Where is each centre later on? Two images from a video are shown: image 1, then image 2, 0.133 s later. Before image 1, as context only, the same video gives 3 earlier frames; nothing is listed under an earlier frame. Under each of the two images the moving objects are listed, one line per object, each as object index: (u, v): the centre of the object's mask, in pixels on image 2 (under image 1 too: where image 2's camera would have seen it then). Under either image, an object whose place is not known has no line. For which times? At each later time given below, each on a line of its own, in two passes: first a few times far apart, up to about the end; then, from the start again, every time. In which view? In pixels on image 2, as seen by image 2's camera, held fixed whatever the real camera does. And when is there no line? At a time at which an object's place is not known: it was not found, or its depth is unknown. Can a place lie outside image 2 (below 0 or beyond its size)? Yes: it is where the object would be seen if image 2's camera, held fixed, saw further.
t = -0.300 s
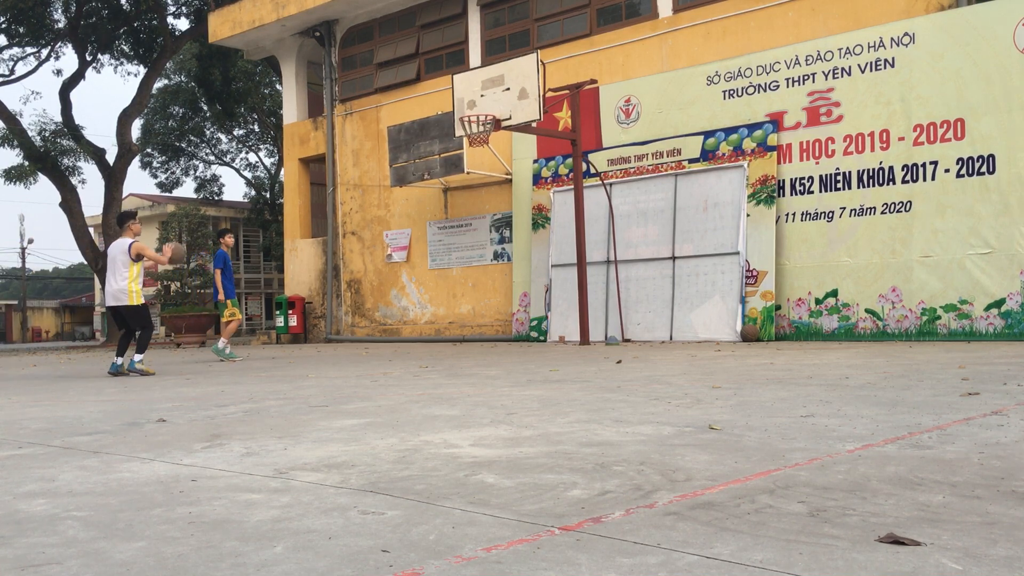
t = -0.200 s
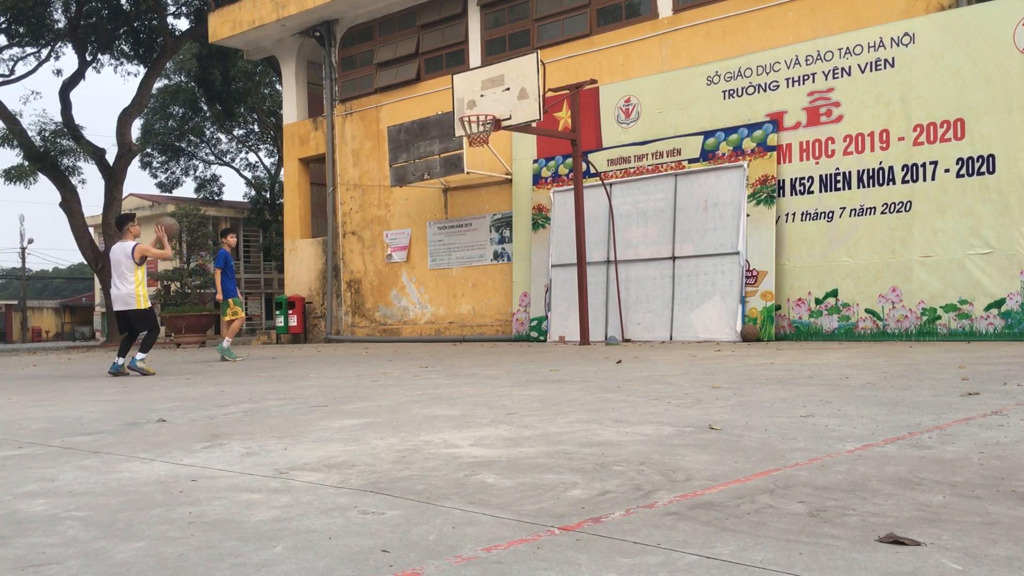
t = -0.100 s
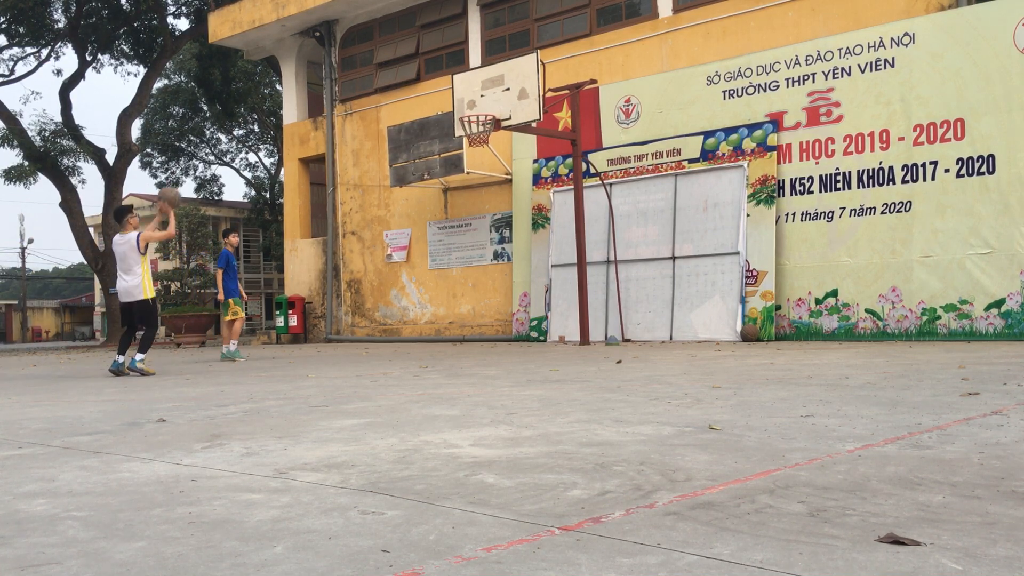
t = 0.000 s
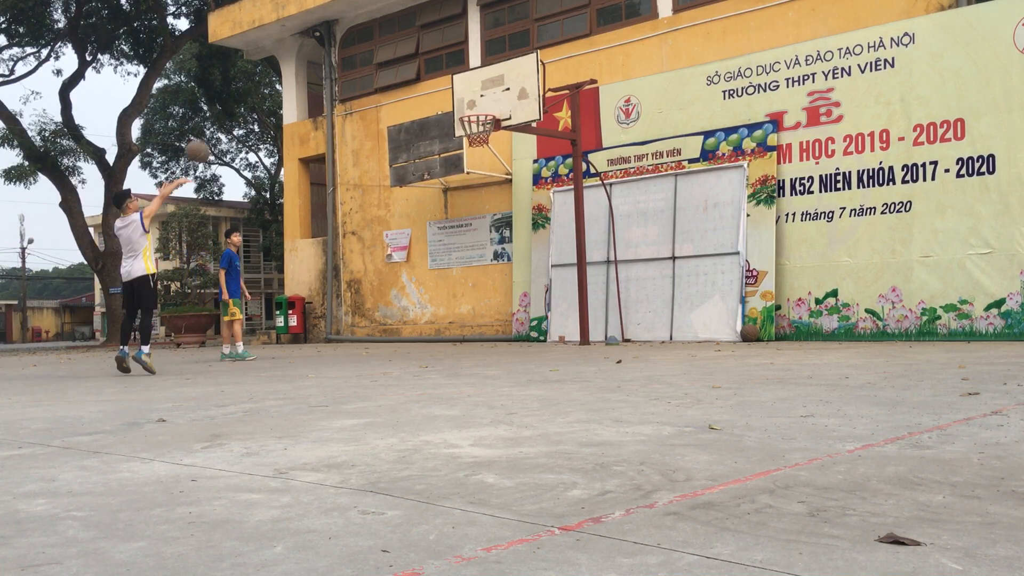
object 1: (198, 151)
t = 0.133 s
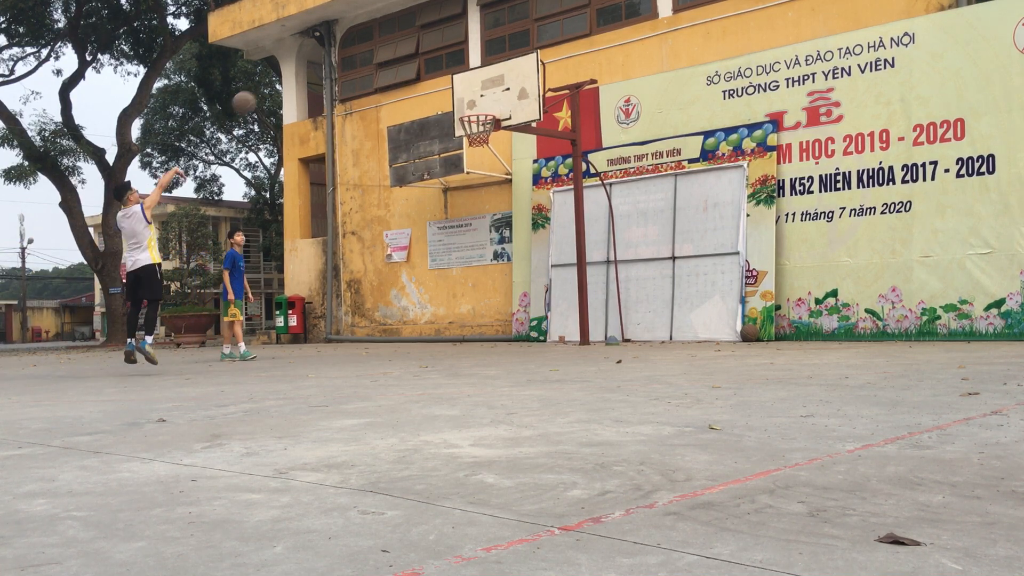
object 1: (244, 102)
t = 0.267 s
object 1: (288, 71)
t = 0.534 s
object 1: (368, 60)
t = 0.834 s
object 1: (451, 114)
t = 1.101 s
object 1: (519, 213)
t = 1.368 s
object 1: (577, 330)
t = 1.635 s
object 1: (597, 230)
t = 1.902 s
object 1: (618, 183)
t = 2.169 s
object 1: (639, 185)
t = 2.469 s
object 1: (665, 243)
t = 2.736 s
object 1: (659, 300)
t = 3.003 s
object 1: (647, 297)
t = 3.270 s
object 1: (634, 268)
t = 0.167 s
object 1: (255, 94)
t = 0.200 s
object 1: (266, 85)
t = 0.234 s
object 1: (277, 78)
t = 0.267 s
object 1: (288, 71)
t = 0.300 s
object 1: (299, 67)
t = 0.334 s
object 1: (309, 62)
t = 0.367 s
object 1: (319, 59)
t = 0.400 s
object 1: (329, 58)
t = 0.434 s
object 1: (339, 57)
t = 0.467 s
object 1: (349, 57)
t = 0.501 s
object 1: (359, 57)
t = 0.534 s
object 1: (368, 60)
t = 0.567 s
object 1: (378, 63)
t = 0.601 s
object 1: (388, 66)
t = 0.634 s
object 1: (397, 71)
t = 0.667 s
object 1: (406, 75)
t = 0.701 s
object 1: (415, 82)
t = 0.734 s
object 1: (425, 89)
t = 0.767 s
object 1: (433, 97)
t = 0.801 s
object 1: (442, 105)
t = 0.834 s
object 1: (451, 114)
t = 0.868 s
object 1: (459, 124)
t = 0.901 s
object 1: (468, 135)
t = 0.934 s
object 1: (477, 146)
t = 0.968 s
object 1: (485, 158)
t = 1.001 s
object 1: (493, 170)
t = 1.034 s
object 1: (502, 184)
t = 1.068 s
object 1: (510, 198)
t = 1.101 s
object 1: (519, 213)
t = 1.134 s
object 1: (526, 228)
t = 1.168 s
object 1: (534, 244)
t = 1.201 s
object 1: (542, 260)
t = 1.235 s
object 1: (549, 277)
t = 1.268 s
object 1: (558, 295)
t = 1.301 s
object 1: (565, 313)
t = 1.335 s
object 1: (573, 332)
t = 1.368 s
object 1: (577, 330)
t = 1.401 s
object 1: (579, 315)
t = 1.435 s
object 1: (582, 300)
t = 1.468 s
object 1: (584, 287)
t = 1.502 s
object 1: (587, 274)
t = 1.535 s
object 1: (589, 261)
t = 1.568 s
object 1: (592, 250)
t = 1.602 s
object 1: (594, 240)
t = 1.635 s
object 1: (597, 230)
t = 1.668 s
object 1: (599, 221)
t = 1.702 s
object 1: (602, 213)
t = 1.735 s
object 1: (604, 206)
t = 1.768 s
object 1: (607, 200)
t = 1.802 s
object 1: (610, 194)
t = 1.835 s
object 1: (613, 191)
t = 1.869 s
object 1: (615, 186)
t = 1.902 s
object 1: (618, 183)
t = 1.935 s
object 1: (620, 181)
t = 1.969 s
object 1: (623, 178)
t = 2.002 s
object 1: (625, 178)
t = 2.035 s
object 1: (628, 177)
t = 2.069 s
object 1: (631, 178)
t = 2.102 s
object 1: (634, 179)
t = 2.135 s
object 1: (636, 182)
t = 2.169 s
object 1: (639, 185)
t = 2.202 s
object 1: (642, 189)
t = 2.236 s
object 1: (645, 193)
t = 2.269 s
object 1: (648, 198)
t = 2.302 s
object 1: (650, 204)
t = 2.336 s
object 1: (653, 210)
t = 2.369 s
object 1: (656, 217)
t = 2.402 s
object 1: (659, 225)
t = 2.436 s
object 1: (662, 234)
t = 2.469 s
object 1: (665, 243)
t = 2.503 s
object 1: (668, 254)
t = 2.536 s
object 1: (666, 258)
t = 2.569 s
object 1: (665, 263)
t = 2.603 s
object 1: (664, 269)
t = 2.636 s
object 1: (663, 276)
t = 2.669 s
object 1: (661, 283)
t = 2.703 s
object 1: (660, 291)
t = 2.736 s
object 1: (659, 300)
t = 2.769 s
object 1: (658, 310)
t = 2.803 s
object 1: (657, 320)
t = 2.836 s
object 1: (656, 332)
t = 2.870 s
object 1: (654, 329)
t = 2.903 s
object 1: (652, 320)
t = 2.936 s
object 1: (650, 311)
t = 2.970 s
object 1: (648, 304)
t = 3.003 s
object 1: (647, 297)
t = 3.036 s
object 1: (645, 290)
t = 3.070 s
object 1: (643, 285)
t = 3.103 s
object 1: (642, 280)
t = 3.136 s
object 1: (640, 276)
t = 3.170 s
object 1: (638, 273)
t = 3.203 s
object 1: (637, 270)
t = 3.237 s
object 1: (635, 269)
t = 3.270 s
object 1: (634, 268)
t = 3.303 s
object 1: (632, 268)
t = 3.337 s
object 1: (631, 268)
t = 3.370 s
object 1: (629, 269)
